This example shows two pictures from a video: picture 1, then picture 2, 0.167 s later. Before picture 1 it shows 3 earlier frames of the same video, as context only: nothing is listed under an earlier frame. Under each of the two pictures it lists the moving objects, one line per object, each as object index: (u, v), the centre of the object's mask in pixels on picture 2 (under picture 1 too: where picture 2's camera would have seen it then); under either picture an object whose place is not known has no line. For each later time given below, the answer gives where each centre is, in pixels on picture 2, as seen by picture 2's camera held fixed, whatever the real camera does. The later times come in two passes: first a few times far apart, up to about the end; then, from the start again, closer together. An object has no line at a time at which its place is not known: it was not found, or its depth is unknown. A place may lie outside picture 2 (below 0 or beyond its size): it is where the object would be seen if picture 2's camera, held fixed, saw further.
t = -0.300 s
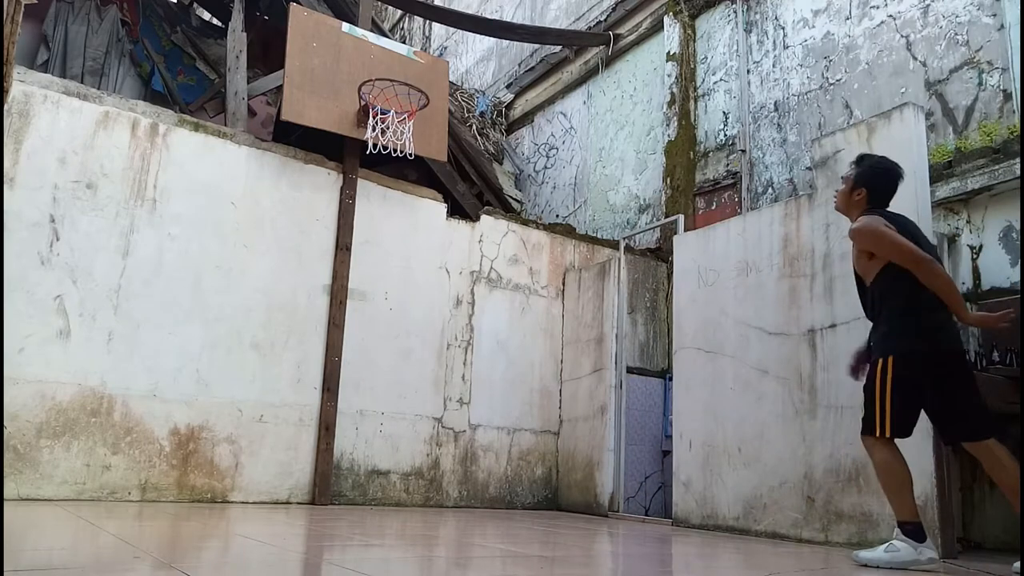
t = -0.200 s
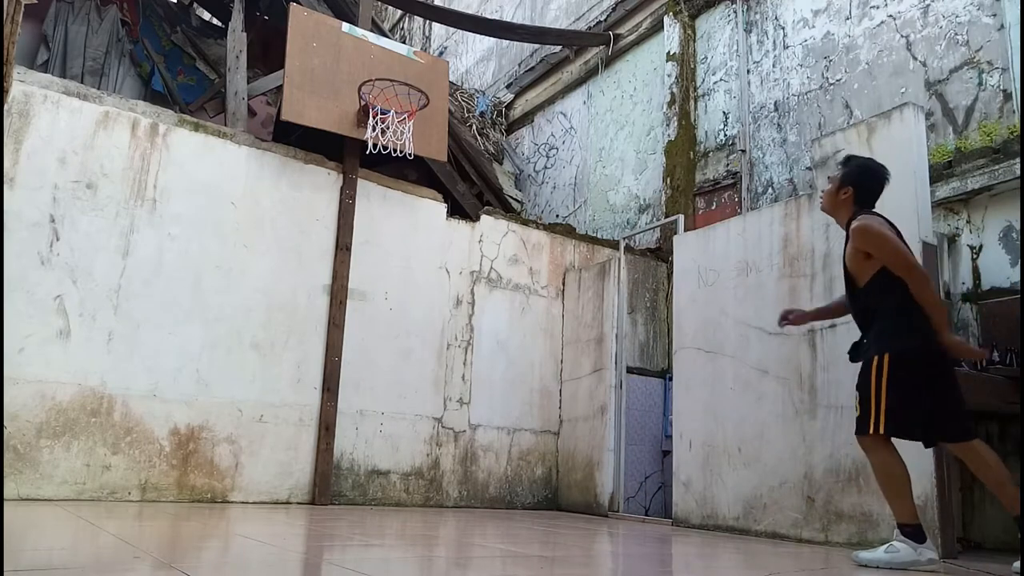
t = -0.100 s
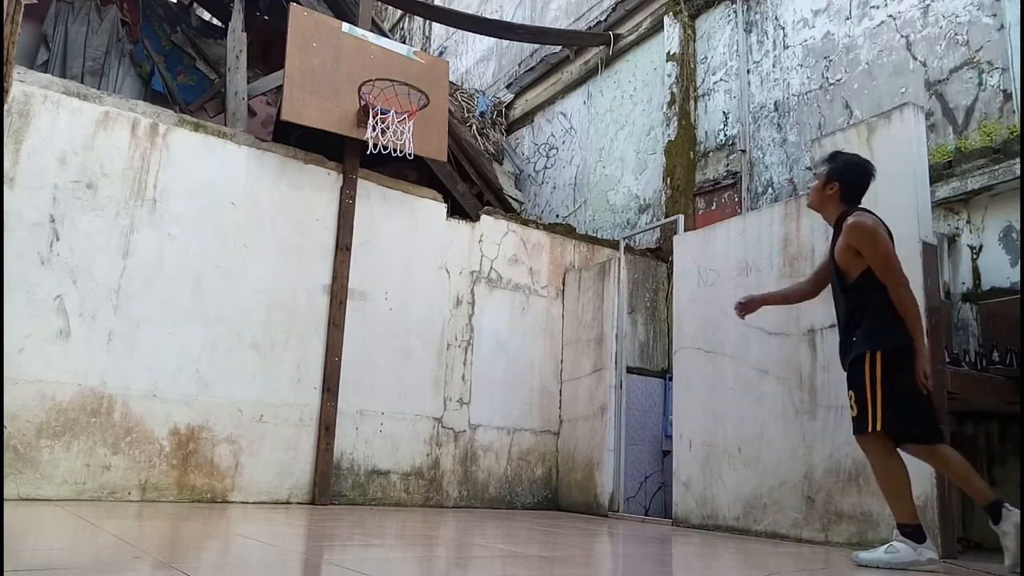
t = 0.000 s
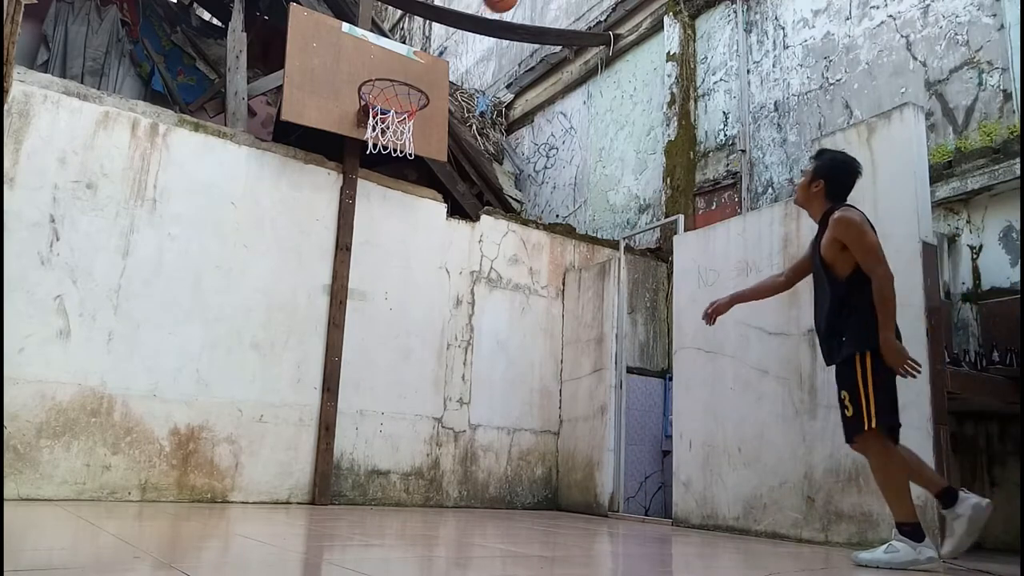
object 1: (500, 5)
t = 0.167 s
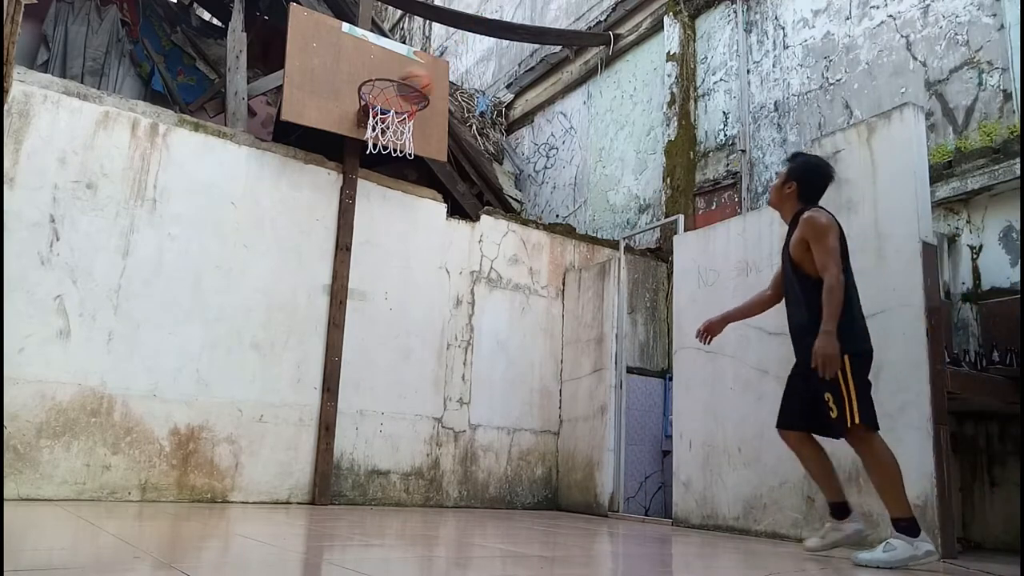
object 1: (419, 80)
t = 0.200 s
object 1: (396, 101)
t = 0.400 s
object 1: (356, 170)
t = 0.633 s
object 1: (299, 350)
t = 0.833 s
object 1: (268, 406)
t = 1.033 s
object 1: (278, 245)
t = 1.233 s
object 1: (283, 146)
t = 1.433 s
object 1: (279, 113)
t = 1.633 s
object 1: (262, 158)
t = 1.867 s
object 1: (217, 363)
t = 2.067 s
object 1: (194, 372)
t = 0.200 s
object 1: (396, 101)
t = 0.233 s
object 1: (388, 110)
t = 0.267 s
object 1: (379, 127)
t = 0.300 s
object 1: (373, 132)
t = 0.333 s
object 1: (367, 143)
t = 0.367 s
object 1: (361, 156)
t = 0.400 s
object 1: (356, 170)
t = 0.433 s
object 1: (349, 188)
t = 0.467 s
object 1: (342, 208)
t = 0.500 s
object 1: (334, 231)
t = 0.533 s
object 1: (326, 256)
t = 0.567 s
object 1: (318, 284)
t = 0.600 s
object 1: (309, 315)
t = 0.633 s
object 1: (299, 350)
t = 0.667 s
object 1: (288, 388)
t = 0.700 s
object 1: (277, 430)
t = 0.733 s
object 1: (265, 476)
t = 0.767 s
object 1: (262, 474)
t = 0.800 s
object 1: (265, 439)
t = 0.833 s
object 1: (268, 406)
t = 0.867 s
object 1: (270, 375)
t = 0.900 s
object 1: (272, 345)
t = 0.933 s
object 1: (274, 318)
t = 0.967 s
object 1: (276, 292)
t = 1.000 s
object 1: (277, 267)
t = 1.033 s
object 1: (278, 245)
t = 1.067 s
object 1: (280, 224)
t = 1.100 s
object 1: (281, 205)
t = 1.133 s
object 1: (282, 188)
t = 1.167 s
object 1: (282, 172)
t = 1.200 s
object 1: (283, 158)
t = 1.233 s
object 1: (283, 146)
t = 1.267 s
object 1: (283, 136)
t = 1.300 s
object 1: (282, 128)
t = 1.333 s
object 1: (281, 121)
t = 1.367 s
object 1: (281, 117)
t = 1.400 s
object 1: (280, 114)
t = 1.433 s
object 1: (279, 113)
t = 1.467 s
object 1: (276, 115)
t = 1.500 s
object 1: (275, 117)
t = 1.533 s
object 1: (272, 123)
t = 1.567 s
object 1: (269, 132)
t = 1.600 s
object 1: (266, 143)
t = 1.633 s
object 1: (262, 158)
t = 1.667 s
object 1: (258, 175)
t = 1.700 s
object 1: (253, 196)
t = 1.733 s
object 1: (247, 220)
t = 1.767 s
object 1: (241, 249)
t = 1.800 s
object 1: (234, 281)
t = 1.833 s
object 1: (226, 320)
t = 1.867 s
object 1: (217, 363)
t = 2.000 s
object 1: (192, 452)
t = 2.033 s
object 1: (193, 411)
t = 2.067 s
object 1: (194, 372)
